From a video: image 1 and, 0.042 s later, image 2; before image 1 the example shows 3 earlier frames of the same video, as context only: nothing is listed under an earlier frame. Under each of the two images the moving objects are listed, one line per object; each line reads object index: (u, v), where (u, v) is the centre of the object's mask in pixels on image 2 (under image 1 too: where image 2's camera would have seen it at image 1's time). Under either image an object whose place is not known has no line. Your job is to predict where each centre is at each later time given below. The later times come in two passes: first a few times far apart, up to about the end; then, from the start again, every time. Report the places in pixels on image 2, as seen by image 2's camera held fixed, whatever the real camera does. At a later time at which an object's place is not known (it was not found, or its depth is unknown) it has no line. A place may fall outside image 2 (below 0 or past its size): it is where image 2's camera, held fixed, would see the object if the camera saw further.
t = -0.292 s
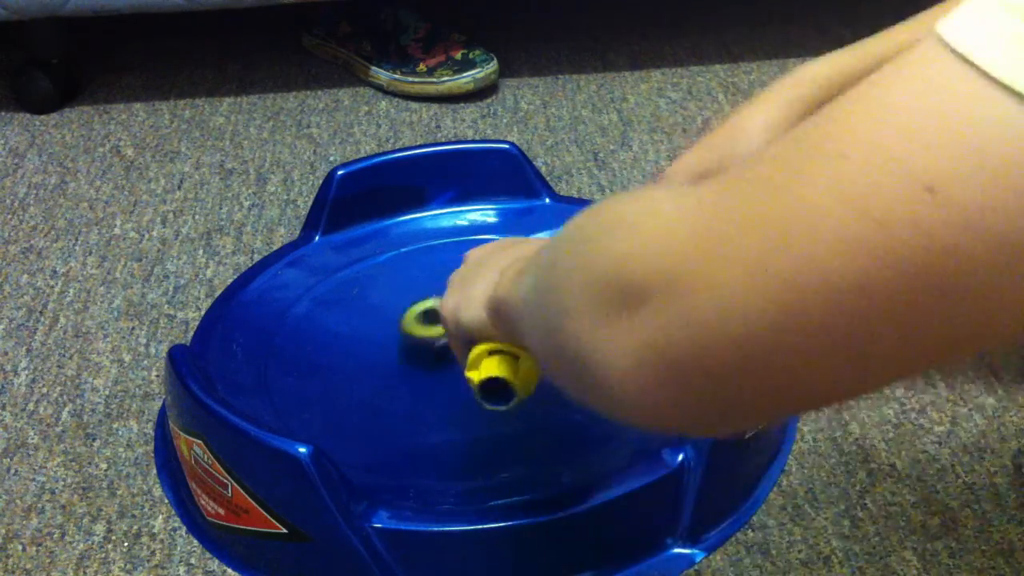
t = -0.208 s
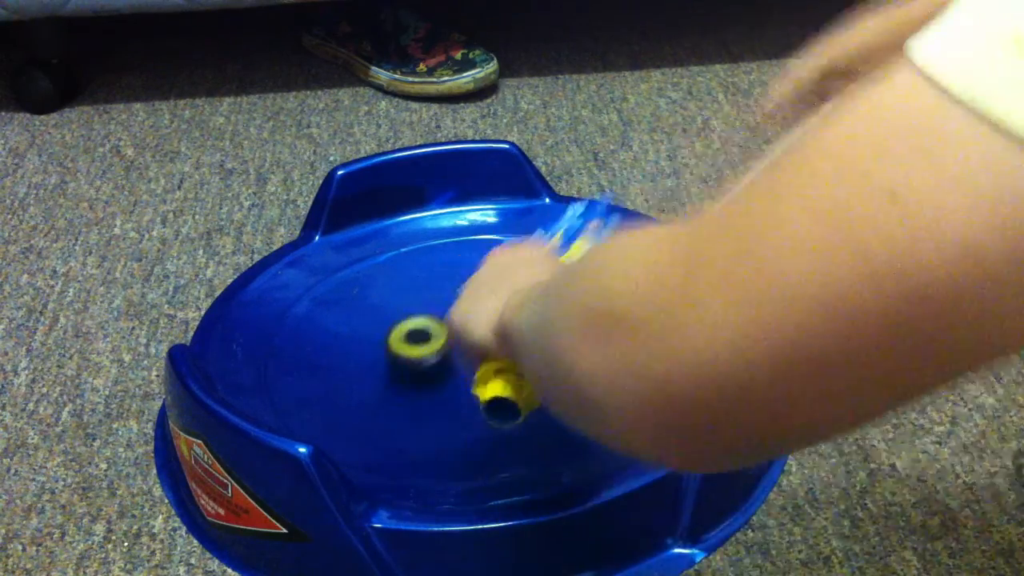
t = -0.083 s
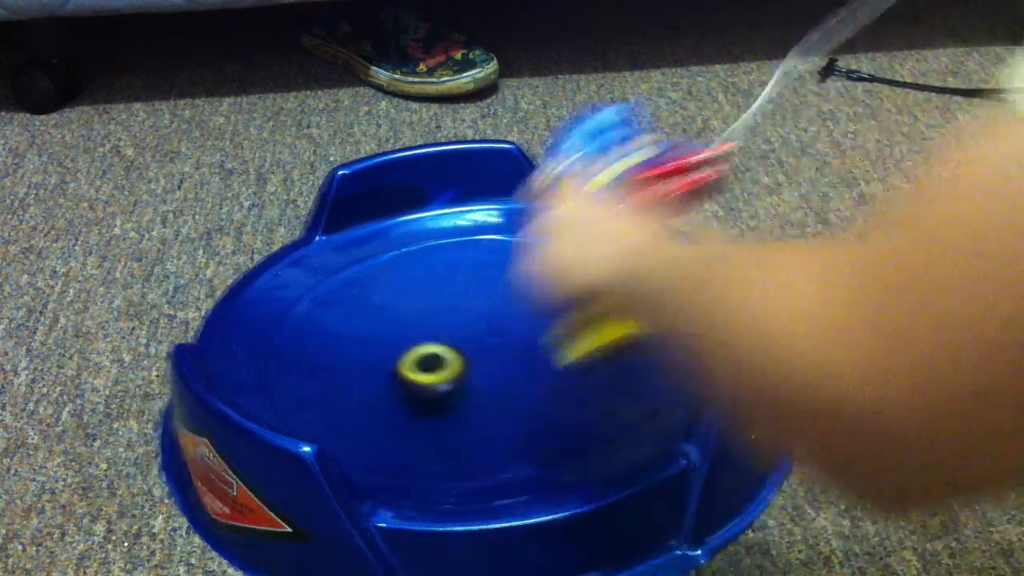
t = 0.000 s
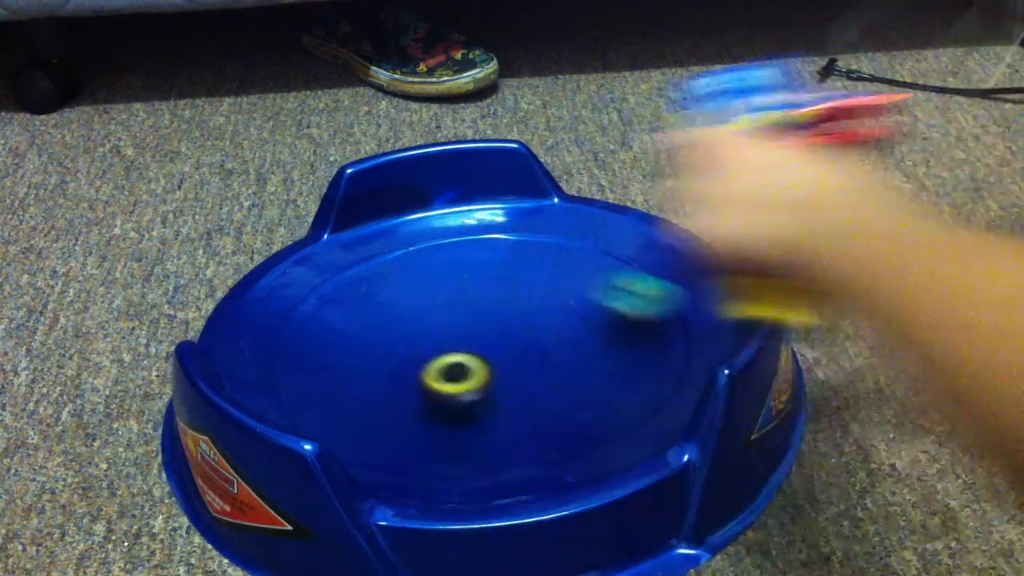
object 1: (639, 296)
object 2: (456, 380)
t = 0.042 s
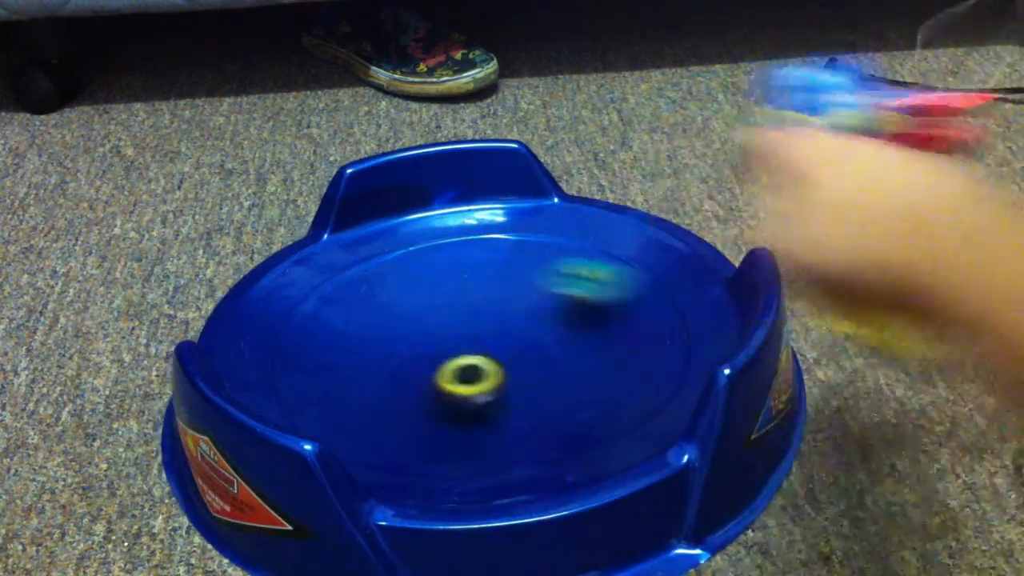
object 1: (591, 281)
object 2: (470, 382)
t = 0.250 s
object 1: (291, 308)
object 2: (538, 363)
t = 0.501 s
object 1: (387, 444)
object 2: (528, 324)
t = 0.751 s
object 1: (595, 309)
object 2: (447, 330)
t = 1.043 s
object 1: (320, 249)
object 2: (449, 371)
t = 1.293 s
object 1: (376, 412)
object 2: (508, 360)
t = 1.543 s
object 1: (647, 297)
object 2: (495, 331)
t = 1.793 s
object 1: (471, 201)
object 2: (448, 339)
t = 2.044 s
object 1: (324, 337)
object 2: (456, 357)
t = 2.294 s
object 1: (609, 395)
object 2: (485, 348)
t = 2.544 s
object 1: (648, 230)
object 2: (472, 338)
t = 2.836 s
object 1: (350, 279)
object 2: (470, 347)
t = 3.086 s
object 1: (438, 446)
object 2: (481, 342)
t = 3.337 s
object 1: (692, 339)
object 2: (482, 342)
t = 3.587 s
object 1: (551, 239)
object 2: (483, 341)
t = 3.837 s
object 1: (293, 332)
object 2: (482, 343)
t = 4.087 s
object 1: (522, 437)
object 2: (485, 342)
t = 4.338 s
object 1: (626, 288)
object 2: (486, 344)
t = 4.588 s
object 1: (361, 252)
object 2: (486, 347)
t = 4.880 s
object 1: (379, 435)
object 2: (485, 348)
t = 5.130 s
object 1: (633, 333)
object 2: (483, 349)
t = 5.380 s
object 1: (476, 218)
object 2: (483, 348)
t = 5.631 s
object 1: (280, 294)
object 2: (481, 349)
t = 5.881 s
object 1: (422, 427)
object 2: (473, 346)
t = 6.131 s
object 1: (652, 308)
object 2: (471, 348)
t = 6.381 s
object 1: (471, 218)
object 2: (472, 346)
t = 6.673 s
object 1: (325, 374)
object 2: (470, 344)
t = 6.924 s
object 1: (605, 392)
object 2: (473, 344)
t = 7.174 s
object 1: (627, 249)
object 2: (480, 343)
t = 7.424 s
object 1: (387, 264)
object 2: (481, 341)
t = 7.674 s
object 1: (377, 418)
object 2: (483, 341)
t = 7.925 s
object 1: (635, 377)
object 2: (483, 341)
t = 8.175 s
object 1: (584, 258)
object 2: (483, 342)
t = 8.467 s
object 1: (320, 314)
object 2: (484, 345)
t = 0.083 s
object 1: (530, 272)
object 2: (485, 382)
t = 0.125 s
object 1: (467, 270)
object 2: (500, 380)
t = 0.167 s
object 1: (404, 276)
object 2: (515, 376)
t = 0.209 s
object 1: (344, 288)
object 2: (527, 371)
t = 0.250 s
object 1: (291, 308)
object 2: (538, 363)
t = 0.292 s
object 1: (256, 335)
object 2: (546, 353)
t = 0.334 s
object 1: (255, 362)
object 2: (549, 345)
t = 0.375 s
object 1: (279, 395)
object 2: (548, 338)
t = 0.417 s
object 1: (315, 420)
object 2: (543, 331)
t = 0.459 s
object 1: (353, 436)
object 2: (537, 328)
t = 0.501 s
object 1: (387, 444)
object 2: (528, 324)
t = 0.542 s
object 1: (436, 444)
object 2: (515, 319)
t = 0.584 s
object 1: (496, 432)
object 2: (501, 317)
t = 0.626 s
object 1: (548, 408)
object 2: (486, 319)
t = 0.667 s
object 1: (586, 378)
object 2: (472, 321)
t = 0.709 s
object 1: (601, 343)
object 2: (458, 325)
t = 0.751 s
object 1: (595, 309)
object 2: (447, 330)
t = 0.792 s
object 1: (572, 278)
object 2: (438, 335)
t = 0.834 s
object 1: (538, 254)
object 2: (433, 343)
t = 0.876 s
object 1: (497, 237)
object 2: (430, 350)
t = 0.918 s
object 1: (435, 223)
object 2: (430, 356)
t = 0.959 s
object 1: (383, 220)
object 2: (434, 362)
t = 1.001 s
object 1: (349, 230)
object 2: (440, 368)
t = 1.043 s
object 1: (320, 249)
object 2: (449, 371)
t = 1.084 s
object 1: (298, 271)
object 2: (459, 373)
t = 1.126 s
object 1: (282, 295)
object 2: (469, 374)
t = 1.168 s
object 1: (277, 322)
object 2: (481, 373)
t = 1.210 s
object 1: (289, 358)
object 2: (491, 369)
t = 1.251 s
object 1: (324, 390)
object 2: (501, 365)
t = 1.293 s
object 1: (376, 412)
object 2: (508, 360)
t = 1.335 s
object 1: (441, 421)
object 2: (513, 354)
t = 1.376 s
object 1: (508, 414)
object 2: (515, 348)
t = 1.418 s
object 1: (568, 394)
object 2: (514, 343)
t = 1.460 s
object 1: (613, 365)
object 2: (509, 338)
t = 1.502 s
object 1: (640, 331)
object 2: (503, 334)
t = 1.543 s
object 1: (647, 297)
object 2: (495, 331)
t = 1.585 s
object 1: (640, 264)
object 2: (485, 329)
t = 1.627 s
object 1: (615, 237)
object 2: (475, 329)
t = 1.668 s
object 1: (577, 219)
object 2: (466, 330)
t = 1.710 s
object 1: (540, 205)
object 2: (458, 331)
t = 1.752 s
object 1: (505, 198)
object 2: (452, 335)
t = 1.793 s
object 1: (471, 201)
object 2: (448, 339)
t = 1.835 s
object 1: (440, 209)
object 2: (445, 342)
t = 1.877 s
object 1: (408, 221)
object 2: (444, 346)
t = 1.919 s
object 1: (377, 241)
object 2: (445, 349)
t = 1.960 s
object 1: (349, 268)
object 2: (447, 354)
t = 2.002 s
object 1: (330, 301)
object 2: (450, 355)
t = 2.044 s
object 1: (324, 337)
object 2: (456, 357)
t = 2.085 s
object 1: (338, 373)
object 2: (461, 357)
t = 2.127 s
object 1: (375, 403)
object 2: (467, 356)
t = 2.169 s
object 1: (428, 421)
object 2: (474, 355)
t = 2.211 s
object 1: (490, 425)
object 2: (479, 353)
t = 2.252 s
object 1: (553, 415)
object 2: (483, 351)
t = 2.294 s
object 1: (609, 395)
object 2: (485, 348)
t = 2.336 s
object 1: (654, 369)
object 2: (485, 346)
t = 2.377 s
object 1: (679, 335)
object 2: (483, 343)
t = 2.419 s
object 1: (689, 301)
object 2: (481, 341)
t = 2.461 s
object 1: (687, 272)
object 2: (479, 339)
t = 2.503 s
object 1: (670, 249)
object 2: (475, 338)
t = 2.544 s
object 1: (648, 230)
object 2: (472, 338)
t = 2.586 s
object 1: (622, 218)
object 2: (470, 340)
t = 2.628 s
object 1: (584, 212)
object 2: (468, 341)
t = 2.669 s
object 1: (538, 211)
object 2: (466, 342)
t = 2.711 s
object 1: (488, 216)
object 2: (466, 343)
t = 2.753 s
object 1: (430, 233)
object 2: (467, 344)
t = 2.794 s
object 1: (386, 252)
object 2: (469, 345)
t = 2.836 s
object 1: (350, 279)
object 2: (470, 347)
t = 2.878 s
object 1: (323, 311)
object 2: (472, 347)
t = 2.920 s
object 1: (310, 345)
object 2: (474, 346)
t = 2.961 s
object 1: (316, 380)
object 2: (475, 344)
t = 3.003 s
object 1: (340, 411)
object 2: (477, 342)
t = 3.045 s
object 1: (382, 434)
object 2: (479, 341)
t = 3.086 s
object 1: (438, 446)
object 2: (481, 342)
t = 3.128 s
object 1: (506, 442)
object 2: (481, 341)
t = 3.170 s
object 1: (573, 425)
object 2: (481, 341)
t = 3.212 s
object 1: (621, 404)
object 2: (480, 342)
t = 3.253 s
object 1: (656, 382)
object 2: (480, 342)
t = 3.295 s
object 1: (678, 362)
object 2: (481, 342)
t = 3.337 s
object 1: (692, 339)
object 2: (482, 342)
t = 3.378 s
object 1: (693, 315)
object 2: (483, 341)
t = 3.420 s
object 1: (684, 294)
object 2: (482, 341)
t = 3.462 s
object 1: (667, 276)
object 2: (481, 341)
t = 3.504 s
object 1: (635, 258)
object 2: (481, 341)
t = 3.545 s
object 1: (598, 244)
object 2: (482, 341)
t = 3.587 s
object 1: (551, 239)
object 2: (483, 341)
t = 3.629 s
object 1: (506, 239)
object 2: (484, 341)
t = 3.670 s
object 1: (448, 246)
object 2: (484, 342)
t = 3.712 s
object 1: (399, 258)
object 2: (483, 341)
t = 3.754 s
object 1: (355, 277)
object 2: (482, 342)
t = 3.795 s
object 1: (318, 303)
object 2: (482, 343)
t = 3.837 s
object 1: (293, 332)
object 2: (482, 343)
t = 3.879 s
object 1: (284, 364)
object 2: (483, 342)
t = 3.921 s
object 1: (295, 393)
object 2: (484, 342)
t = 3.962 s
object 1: (334, 420)
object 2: (485, 341)
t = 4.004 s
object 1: (388, 439)
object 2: (486, 341)
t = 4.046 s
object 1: (457, 446)
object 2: (485, 342)
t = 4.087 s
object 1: (522, 437)
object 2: (485, 342)
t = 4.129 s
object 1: (572, 420)
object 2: (485, 342)
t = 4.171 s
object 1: (612, 397)
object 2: (485, 343)
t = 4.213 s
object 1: (639, 370)
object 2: (485, 343)
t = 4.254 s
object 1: (650, 341)
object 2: (486, 344)
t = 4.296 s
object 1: (645, 313)
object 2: (486, 344)
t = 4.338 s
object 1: (626, 288)
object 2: (486, 344)
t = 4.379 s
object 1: (593, 266)
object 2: (486, 345)
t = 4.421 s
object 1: (557, 251)
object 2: (486, 345)
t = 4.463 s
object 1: (515, 242)
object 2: (487, 345)
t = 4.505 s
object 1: (463, 235)
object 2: (487, 345)
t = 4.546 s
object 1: (411, 243)
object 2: (487, 346)
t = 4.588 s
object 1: (361, 252)
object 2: (486, 347)
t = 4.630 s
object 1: (329, 265)
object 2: (486, 348)
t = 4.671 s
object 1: (294, 292)
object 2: (485, 348)
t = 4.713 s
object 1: (277, 325)
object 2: (485, 348)
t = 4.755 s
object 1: (280, 363)
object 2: (485, 348)
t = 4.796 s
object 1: (302, 396)
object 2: (486, 348)
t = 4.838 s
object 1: (335, 420)
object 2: (485, 348)
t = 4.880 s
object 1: (379, 435)
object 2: (485, 348)
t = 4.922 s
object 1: (436, 439)
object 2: (485, 348)
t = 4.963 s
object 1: (495, 432)
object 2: (485, 348)
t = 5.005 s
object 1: (547, 415)
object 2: (484, 348)
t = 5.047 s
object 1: (590, 392)
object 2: (483, 348)
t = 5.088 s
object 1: (620, 364)
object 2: (483, 349)
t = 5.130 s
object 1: (633, 333)
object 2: (483, 349)
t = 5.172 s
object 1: (631, 304)
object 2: (482, 349)
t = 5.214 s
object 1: (615, 276)
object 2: (482, 349)
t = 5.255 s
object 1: (590, 254)
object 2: (482, 348)
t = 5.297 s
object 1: (558, 237)
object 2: (483, 349)
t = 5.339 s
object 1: (526, 226)
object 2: (483, 348)
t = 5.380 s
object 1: (476, 218)
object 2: (483, 348)
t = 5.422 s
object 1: (428, 220)
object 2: (483, 348)
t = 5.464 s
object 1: (386, 225)
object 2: (483, 348)
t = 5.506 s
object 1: (352, 233)
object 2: (483, 348)
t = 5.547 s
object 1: (326, 249)
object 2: (482, 349)
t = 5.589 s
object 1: (301, 269)
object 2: (482, 349)
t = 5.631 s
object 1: (280, 294)
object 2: (481, 349)
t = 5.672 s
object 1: (270, 315)
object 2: (480, 348)
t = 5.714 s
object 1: (272, 341)
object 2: (479, 348)
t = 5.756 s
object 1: (289, 372)
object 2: (477, 348)
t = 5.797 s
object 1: (321, 399)
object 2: (476, 347)
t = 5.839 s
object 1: (367, 418)
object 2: (474, 346)
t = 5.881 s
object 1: (422, 427)
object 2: (473, 346)
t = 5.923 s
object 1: (482, 425)
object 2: (472, 346)
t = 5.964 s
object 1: (537, 413)
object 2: (470, 346)
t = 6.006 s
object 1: (585, 393)
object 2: (470, 347)
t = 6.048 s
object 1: (621, 367)
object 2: (470, 347)
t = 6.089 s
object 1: (644, 337)
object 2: (470, 348)
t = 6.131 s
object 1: (652, 308)
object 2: (471, 348)
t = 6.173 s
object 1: (647, 280)
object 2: (471, 348)
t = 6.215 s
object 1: (632, 255)
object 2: (471, 348)
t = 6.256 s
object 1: (607, 236)
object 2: (472, 348)
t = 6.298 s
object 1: (565, 223)
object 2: (472, 347)
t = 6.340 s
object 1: (520, 217)
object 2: (472, 347)
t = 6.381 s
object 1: (471, 218)
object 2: (472, 346)
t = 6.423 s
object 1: (422, 225)
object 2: (472, 346)
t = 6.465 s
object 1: (383, 238)
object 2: (472, 345)
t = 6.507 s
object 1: (352, 257)
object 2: (472, 345)
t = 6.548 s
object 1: (327, 283)
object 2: (471, 344)
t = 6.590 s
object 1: (312, 312)
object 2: (471, 344)
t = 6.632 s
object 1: (310, 344)
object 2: (471, 344)
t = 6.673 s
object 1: (325, 374)
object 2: (470, 344)
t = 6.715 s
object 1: (357, 400)
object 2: (471, 344)
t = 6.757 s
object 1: (400, 418)
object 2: (472, 344)
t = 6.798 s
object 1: (452, 425)
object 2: (472, 344)
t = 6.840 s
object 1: (507, 423)
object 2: (472, 344)
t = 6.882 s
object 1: (559, 410)
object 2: (472, 344)
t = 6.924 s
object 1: (605, 392)
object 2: (473, 344)
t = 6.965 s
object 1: (641, 368)
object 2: (474, 344)
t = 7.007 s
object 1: (664, 343)
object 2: (474, 343)
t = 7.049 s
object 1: (674, 318)
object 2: (476, 343)
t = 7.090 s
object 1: (670, 292)
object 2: (477, 343)
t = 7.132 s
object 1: (653, 268)
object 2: (479, 343)
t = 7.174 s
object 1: (627, 249)
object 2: (480, 343)
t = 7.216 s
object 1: (595, 236)
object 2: (481, 342)
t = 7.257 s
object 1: (558, 229)
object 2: (483, 341)
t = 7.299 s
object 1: (520, 226)
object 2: (483, 341)
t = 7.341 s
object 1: (475, 232)
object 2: (483, 341)
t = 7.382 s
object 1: (430, 244)
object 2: (483, 341)
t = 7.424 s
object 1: (387, 264)
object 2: (481, 341)
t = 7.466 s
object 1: (360, 285)
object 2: (481, 341)
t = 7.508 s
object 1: (335, 312)
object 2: (482, 342)
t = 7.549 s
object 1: (323, 340)
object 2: (482, 341)
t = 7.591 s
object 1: (325, 370)
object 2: (482, 341)
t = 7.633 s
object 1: (344, 396)
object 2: (483, 341)
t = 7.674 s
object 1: (377, 418)
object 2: (483, 341)
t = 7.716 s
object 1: (418, 432)
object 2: (483, 341)
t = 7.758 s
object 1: (466, 436)
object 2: (483, 341)
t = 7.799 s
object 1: (517, 431)
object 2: (483, 341)
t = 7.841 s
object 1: (564, 418)
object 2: (483, 341)
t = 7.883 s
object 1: (605, 399)
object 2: (483, 341)
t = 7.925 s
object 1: (635, 377)
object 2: (483, 341)
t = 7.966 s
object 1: (655, 355)
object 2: (483, 343)
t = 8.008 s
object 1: (662, 332)
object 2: (483, 342)
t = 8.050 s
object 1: (657, 309)
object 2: (483, 342)
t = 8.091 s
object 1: (640, 288)
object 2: (483, 342)
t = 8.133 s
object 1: (615, 270)
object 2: (483, 342)
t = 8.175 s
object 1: (584, 258)
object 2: (483, 342)
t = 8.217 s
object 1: (549, 251)
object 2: (484, 342)
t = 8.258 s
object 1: (506, 248)
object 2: (484, 342)
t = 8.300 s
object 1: (461, 251)
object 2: (484, 342)
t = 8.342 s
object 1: (416, 259)
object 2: (484, 343)
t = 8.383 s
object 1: (378, 273)
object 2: (484, 343)
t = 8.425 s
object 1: (348, 291)
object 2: (484, 345)
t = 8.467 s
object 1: (320, 314)
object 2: (484, 345)
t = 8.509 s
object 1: (304, 339)
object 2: (484, 346)
